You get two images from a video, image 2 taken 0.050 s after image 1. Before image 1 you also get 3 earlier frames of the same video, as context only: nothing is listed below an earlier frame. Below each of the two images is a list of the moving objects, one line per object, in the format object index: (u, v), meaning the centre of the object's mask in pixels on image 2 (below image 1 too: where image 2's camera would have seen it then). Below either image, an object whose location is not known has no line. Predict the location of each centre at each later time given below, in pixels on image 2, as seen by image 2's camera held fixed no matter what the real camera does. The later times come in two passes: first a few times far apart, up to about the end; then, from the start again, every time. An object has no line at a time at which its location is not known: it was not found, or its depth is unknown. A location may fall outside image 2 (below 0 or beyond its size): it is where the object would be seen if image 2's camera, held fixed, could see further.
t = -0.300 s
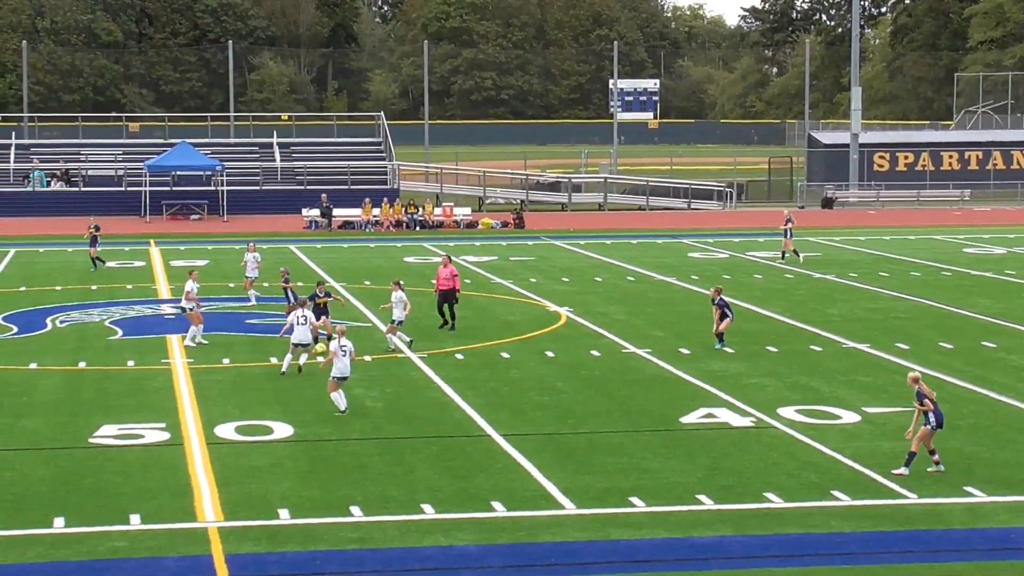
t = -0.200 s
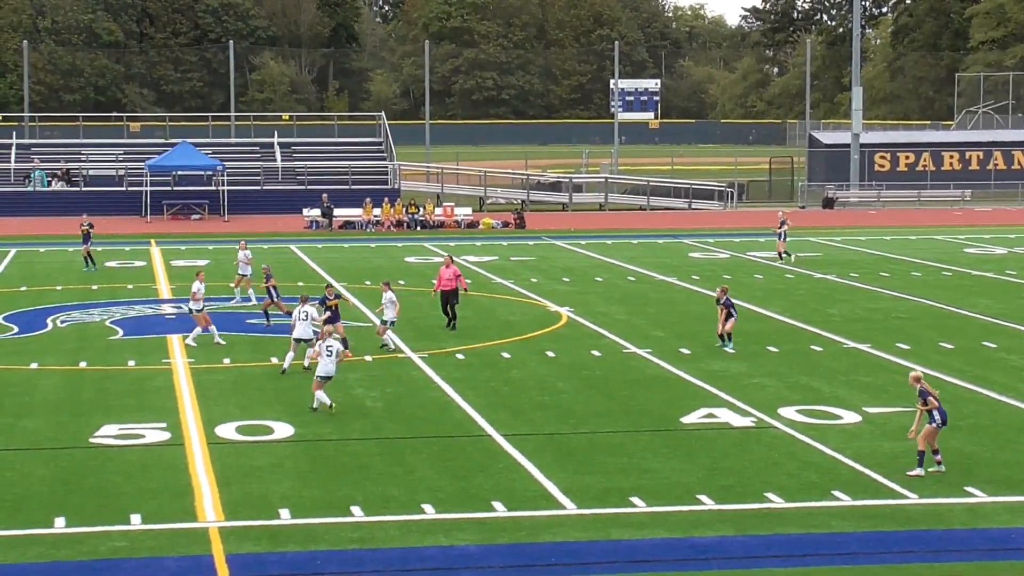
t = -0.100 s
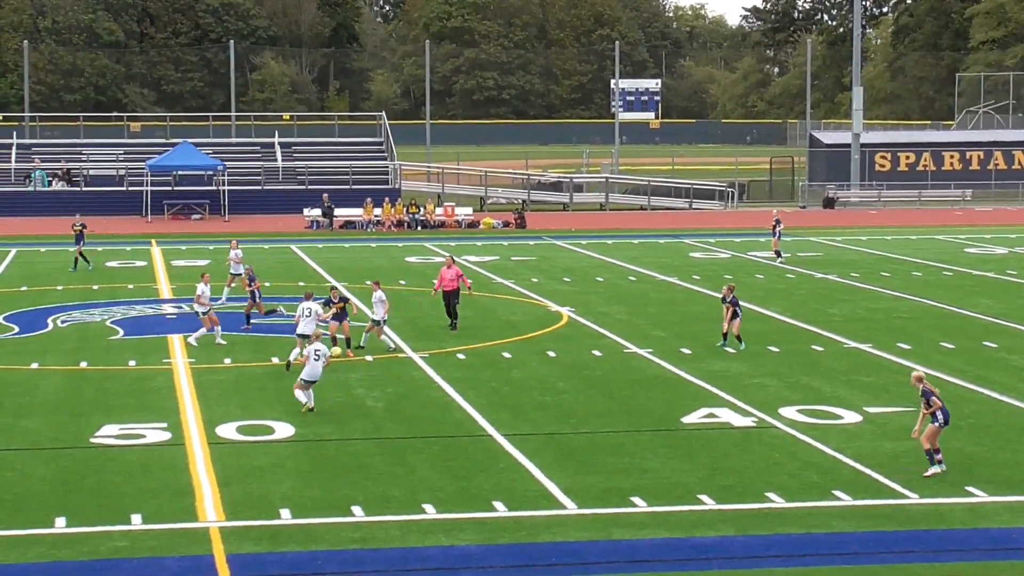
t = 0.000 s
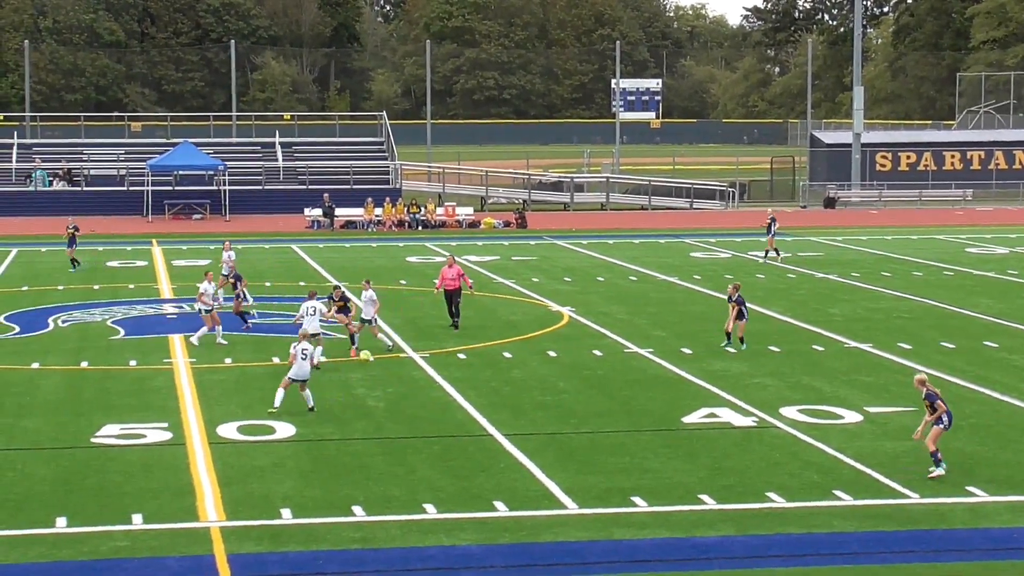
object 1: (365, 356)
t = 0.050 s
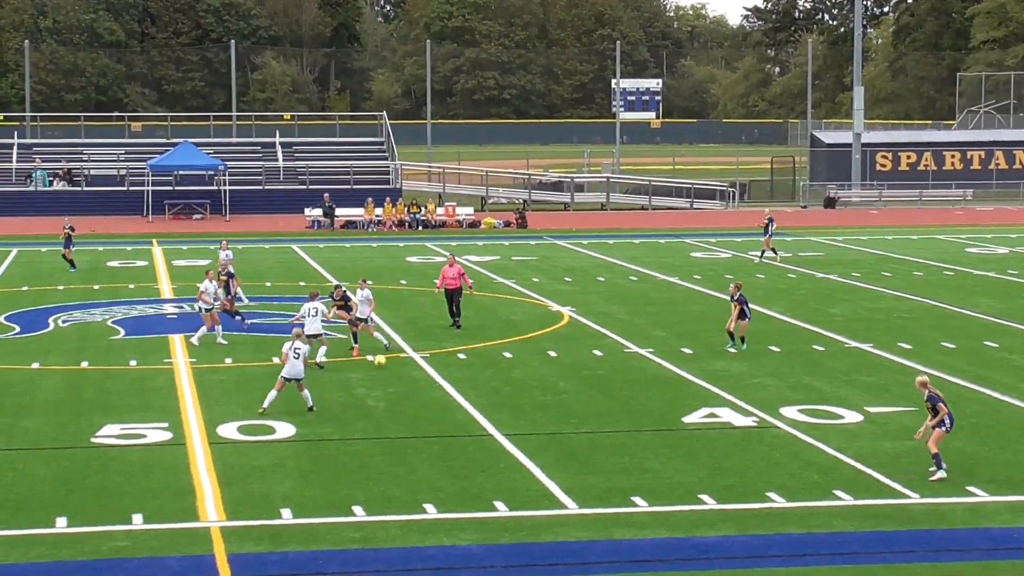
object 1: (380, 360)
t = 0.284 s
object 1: (445, 380)
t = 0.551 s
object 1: (519, 402)
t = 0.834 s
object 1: (595, 423)
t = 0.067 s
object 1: (385, 362)
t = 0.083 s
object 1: (389, 364)
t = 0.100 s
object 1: (395, 367)
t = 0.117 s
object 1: (399, 369)
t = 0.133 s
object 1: (403, 369)
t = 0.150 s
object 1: (408, 370)
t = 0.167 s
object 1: (412, 371)
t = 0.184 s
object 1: (417, 371)
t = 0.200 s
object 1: (421, 372)
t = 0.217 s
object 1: (427, 374)
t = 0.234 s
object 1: (431, 376)
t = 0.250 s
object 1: (436, 377)
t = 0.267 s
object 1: (440, 378)
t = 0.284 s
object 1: (445, 380)
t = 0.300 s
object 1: (450, 382)
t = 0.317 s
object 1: (454, 383)
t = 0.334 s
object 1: (459, 384)
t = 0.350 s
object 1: (464, 386)
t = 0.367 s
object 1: (468, 387)
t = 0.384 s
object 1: (473, 388)
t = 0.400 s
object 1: (478, 389)
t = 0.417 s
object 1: (482, 391)
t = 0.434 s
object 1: (487, 393)
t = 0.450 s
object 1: (492, 395)
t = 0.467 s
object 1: (496, 396)
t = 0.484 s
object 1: (501, 397)
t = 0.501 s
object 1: (505, 397)
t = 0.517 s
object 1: (510, 399)
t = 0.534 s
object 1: (515, 401)
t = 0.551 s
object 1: (519, 402)
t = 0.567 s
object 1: (524, 403)
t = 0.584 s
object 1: (528, 404)
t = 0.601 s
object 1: (533, 405)
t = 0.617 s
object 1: (538, 406)
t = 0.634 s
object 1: (542, 408)
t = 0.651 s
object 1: (546, 409)
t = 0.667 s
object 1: (551, 411)
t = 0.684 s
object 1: (556, 412)
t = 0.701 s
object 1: (560, 413)
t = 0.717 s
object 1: (564, 414)
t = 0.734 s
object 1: (569, 414)
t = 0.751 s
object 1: (573, 416)
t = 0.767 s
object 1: (577, 417)
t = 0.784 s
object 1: (582, 419)
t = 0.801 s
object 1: (586, 421)
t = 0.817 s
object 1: (591, 422)
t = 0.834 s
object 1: (595, 423)
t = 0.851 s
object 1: (599, 424)
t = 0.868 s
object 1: (603, 425)
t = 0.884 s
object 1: (607, 426)
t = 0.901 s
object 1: (611, 428)
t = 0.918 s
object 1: (616, 428)
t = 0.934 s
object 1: (620, 430)
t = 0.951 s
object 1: (625, 431)
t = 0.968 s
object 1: (629, 432)
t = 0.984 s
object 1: (633, 433)
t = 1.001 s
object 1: (637, 434)
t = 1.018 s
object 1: (641, 435)
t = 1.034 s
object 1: (645, 437)
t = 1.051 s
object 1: (650, 438)
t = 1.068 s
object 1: (655, 439)
